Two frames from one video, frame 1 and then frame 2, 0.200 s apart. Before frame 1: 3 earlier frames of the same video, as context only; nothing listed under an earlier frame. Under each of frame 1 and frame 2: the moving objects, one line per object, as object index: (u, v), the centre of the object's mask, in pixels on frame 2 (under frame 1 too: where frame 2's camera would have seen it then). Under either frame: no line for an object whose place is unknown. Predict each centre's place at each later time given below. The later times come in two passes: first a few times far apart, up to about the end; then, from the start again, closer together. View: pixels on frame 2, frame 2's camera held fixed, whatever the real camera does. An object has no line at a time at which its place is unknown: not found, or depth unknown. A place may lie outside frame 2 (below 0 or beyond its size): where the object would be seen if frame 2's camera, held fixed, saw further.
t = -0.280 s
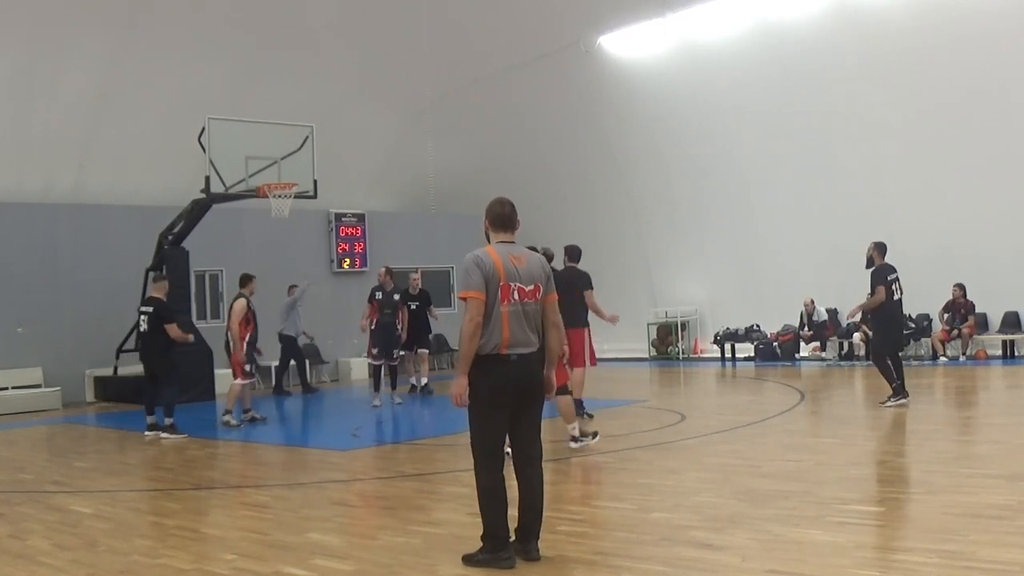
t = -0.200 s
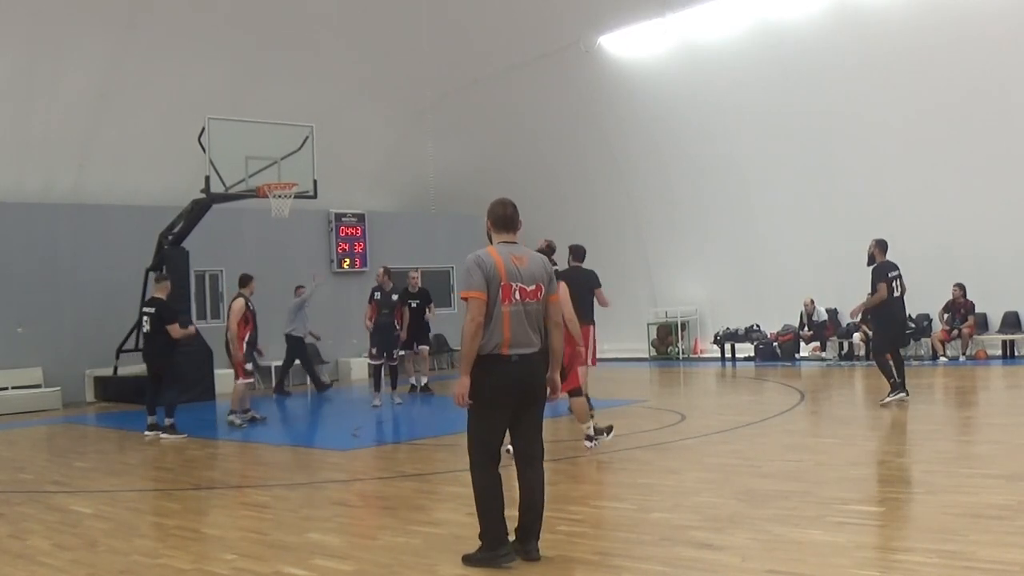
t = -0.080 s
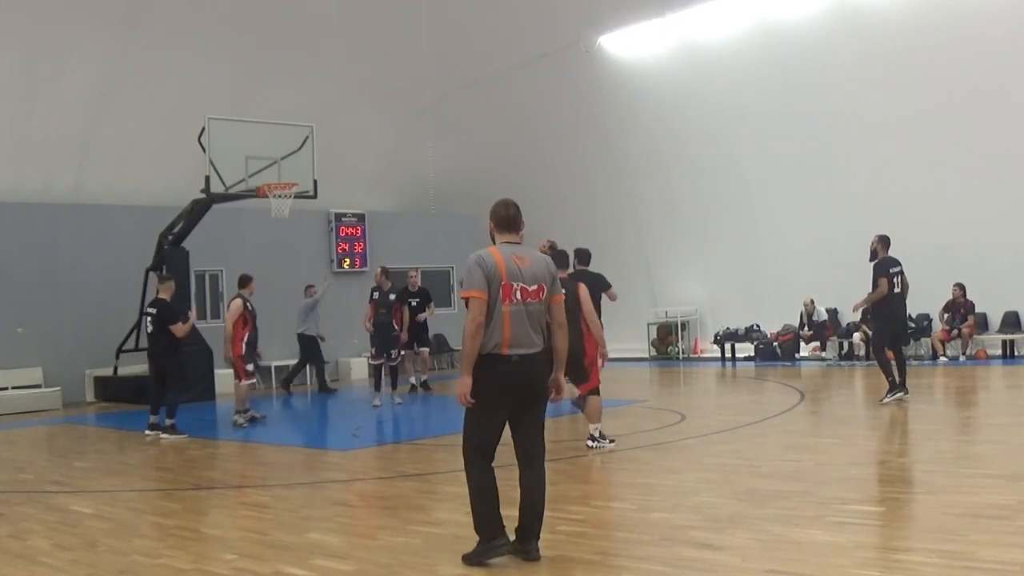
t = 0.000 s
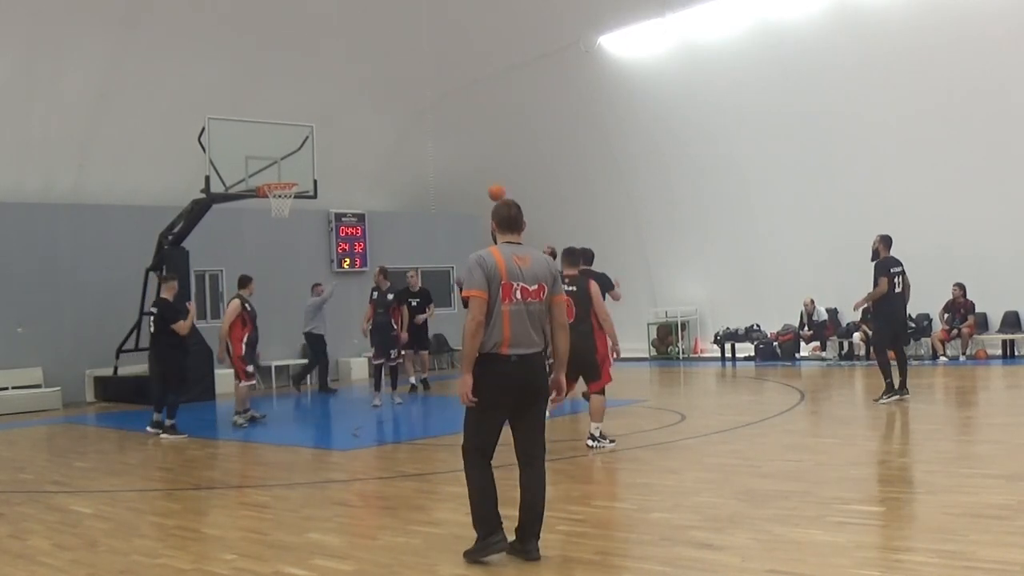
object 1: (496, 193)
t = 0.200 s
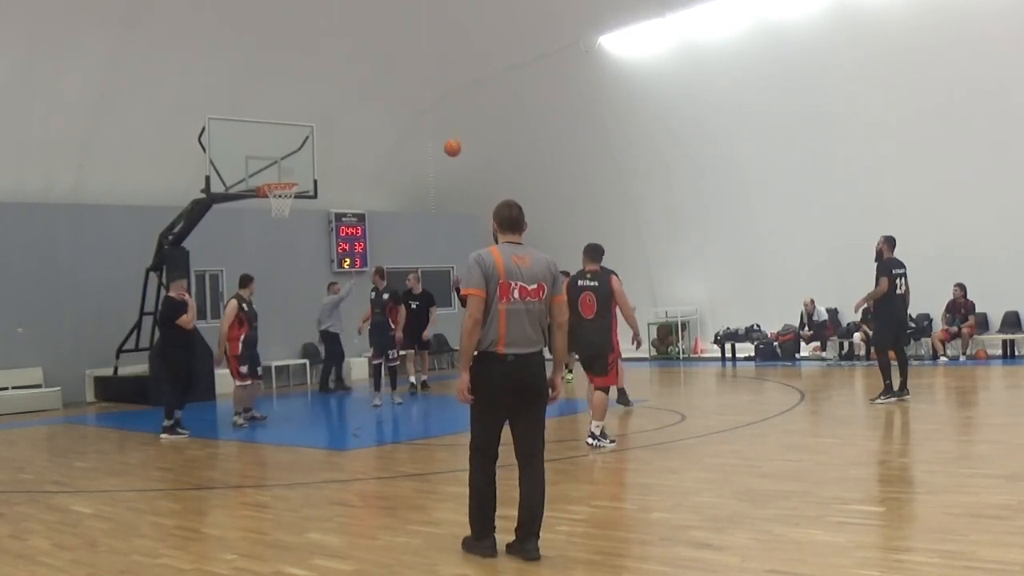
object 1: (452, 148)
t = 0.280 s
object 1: (434, 137)
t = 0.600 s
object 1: (362, 140)
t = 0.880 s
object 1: (298, 206)
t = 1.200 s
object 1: (224, 365)
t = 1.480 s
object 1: (178, 333)
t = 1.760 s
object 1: (141, 266)
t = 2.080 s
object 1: (103, 268)
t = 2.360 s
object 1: (73, 335)
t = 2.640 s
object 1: (46, 397)
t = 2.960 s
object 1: (8, 331)
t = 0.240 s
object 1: (443, 142)
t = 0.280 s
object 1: (434, 137)
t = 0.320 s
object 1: (425, 133)
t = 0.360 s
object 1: (417, 131)
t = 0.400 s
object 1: (407, 129)
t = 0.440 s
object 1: (398, 129)
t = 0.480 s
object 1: (389, 130)
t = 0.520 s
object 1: (380, 132)
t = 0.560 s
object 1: (371, 135)
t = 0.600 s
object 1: (362, 140)
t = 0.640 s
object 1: (352, 146)
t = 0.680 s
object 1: (343, 153)
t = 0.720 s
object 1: (334, 161)
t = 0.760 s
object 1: (325, 171)
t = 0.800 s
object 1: (316, 181)
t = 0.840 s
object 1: (307, 193)
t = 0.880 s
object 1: (298, 206)
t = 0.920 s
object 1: (288, 221)
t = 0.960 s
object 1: (279, 238)
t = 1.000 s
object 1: (270, 255)
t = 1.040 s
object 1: (263, 273)
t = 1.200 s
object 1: (224, 365)
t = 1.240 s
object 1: (216, 392)
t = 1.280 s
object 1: (208, 418)
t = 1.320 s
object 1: (201, 399)
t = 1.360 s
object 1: (196, 380)
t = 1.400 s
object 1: (190, 364)
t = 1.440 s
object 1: (184, 348)
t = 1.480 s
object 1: (178, 333)
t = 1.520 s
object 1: (174, 320)
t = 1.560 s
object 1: (169, 307)
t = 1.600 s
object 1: (162, 297)
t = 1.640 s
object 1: (157, 287)
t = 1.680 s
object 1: (152, 278)
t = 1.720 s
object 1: (147, 271)
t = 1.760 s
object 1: (141, 266)
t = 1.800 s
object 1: (136, 262)
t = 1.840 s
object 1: (131, 259)
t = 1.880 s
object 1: (126, 257)
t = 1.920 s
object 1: (121, 257)
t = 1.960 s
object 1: (117, 258)
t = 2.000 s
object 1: (112, 260)
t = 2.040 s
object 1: (108, 263)
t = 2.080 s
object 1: (103, 268)
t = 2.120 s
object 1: (99, 274)
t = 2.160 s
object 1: (94, 281)
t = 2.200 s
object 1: (89, 289)
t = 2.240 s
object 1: (86, 299)
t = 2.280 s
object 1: (81, 310)
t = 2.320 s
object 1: (77, 322)
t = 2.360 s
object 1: (73, 335)
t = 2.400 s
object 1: (70, 350)
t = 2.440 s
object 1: (66, 366)
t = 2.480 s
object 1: (63, 382)
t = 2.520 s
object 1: (59, 400)
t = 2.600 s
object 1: (52, 411)
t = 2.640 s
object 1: (46, 397)
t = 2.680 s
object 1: (41, 384)
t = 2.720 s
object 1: (35, 373)
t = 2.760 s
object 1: (31, 363)
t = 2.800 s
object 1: (26, 354)
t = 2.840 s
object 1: (21, 346)
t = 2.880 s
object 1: (17, 340)
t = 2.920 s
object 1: (12, 334)
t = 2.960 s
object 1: (8, 331)
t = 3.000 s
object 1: (5, 329)
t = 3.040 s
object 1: (4, 327)
